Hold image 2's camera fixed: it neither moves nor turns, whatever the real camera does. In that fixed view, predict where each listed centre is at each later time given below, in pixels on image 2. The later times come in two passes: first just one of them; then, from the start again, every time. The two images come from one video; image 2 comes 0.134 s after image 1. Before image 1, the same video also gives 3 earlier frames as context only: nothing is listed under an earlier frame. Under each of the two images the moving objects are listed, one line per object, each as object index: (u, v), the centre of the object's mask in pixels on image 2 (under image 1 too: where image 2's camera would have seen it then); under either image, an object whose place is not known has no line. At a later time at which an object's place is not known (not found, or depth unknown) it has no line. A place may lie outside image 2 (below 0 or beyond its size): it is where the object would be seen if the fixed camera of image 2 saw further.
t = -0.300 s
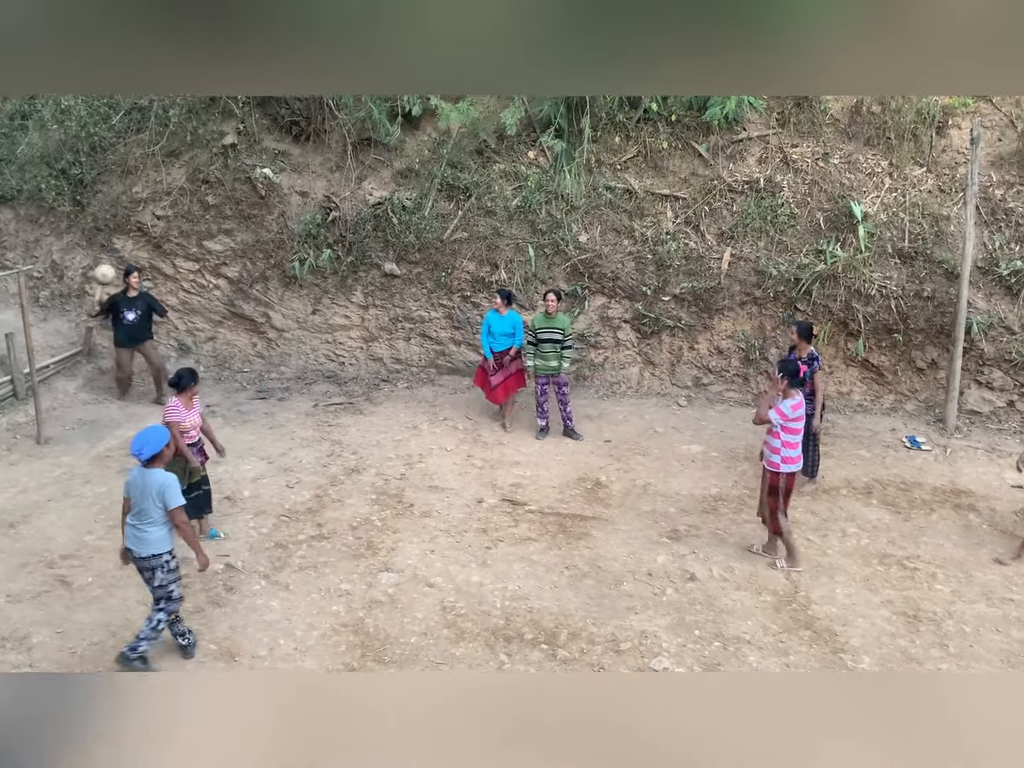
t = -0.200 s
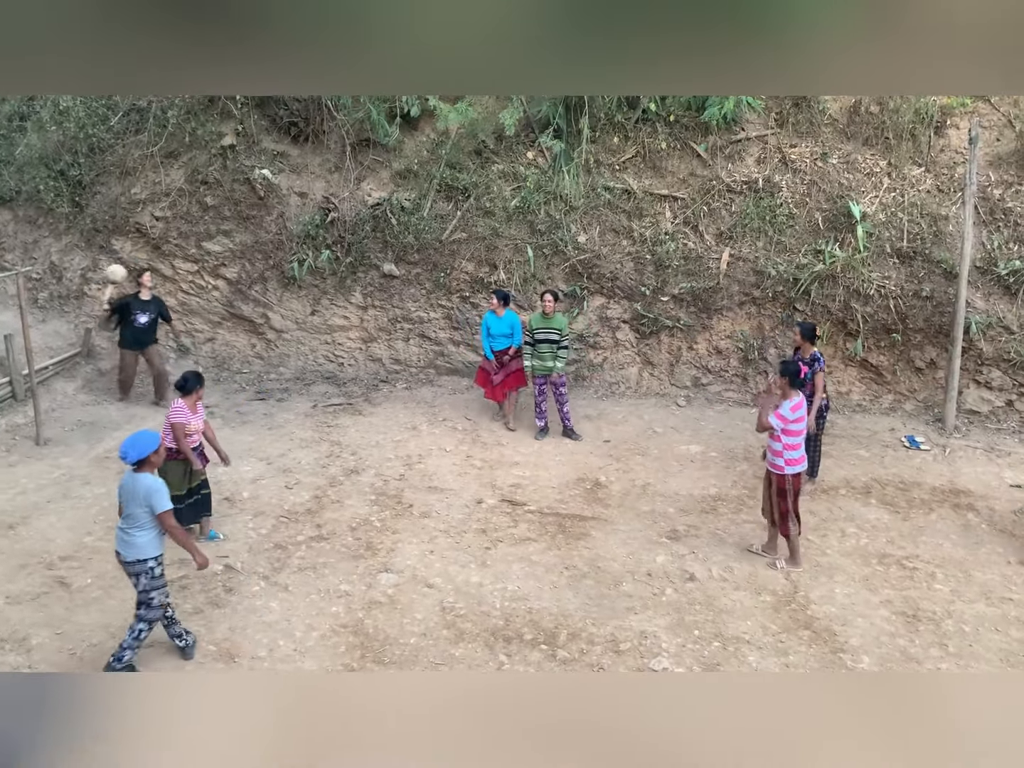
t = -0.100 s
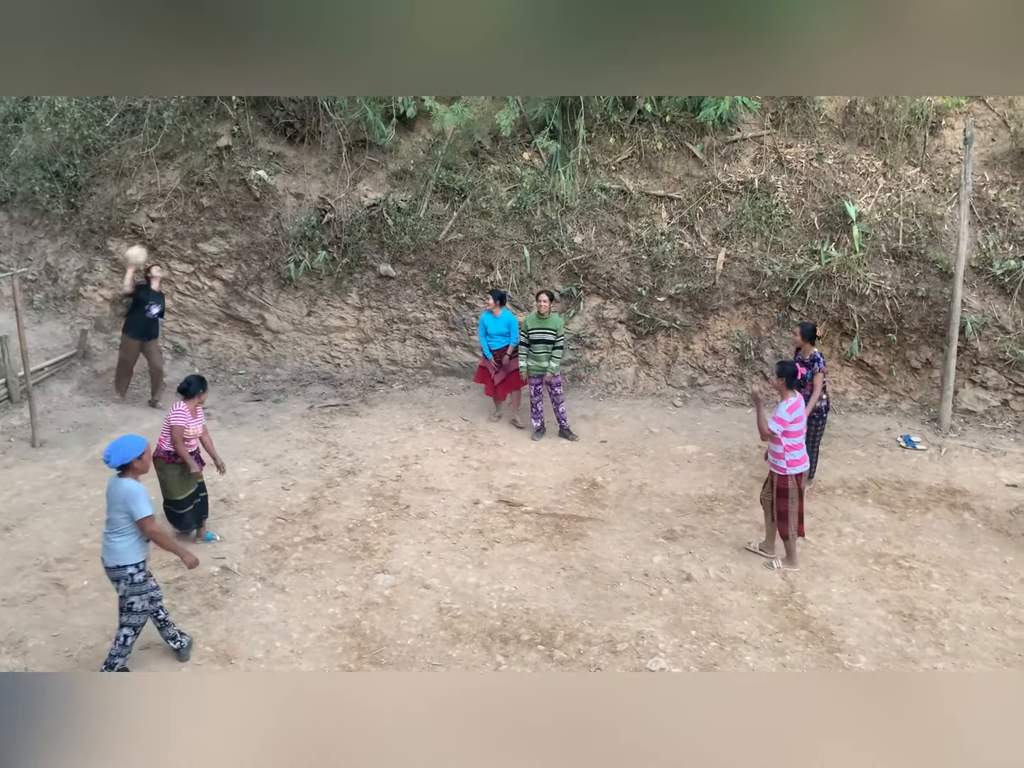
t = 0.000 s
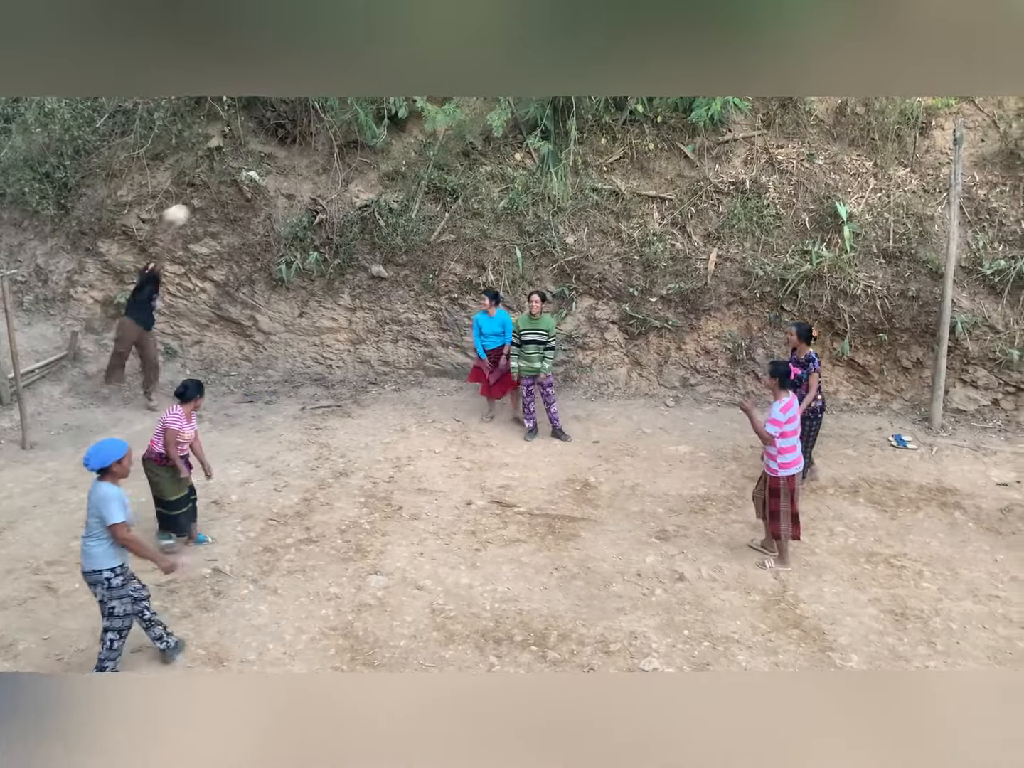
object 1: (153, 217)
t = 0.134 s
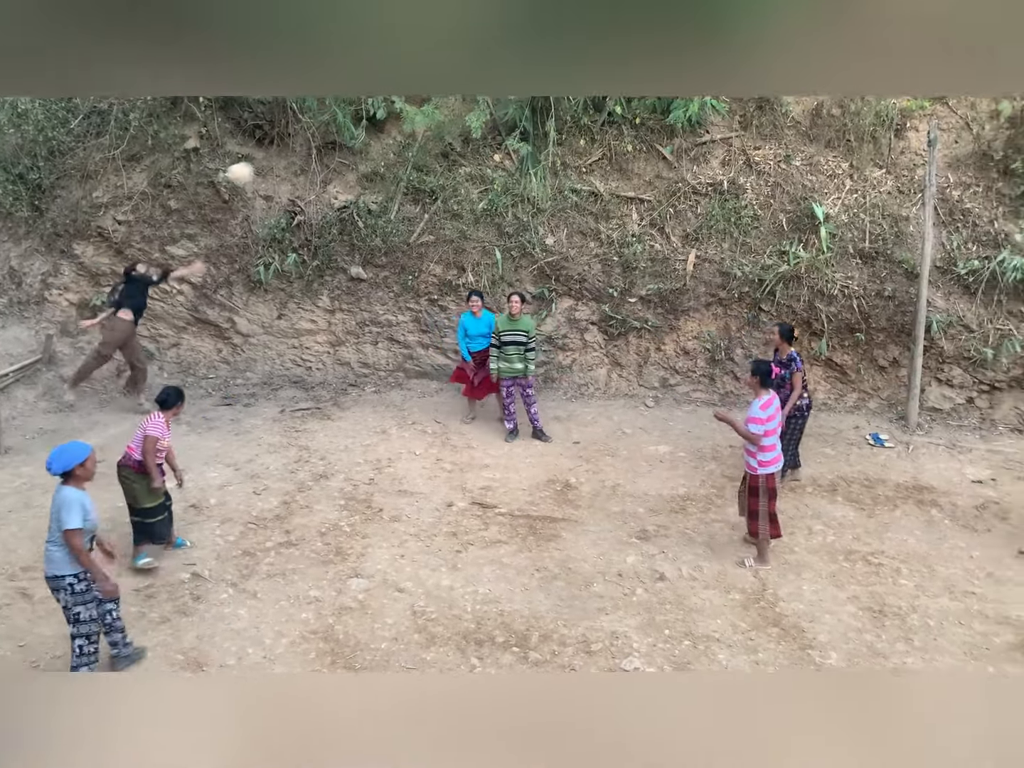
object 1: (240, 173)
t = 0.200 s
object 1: (287, 158)
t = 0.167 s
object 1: (264, 165)
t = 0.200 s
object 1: (287, 158)
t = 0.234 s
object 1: (311, 151)
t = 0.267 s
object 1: (335, 146)
